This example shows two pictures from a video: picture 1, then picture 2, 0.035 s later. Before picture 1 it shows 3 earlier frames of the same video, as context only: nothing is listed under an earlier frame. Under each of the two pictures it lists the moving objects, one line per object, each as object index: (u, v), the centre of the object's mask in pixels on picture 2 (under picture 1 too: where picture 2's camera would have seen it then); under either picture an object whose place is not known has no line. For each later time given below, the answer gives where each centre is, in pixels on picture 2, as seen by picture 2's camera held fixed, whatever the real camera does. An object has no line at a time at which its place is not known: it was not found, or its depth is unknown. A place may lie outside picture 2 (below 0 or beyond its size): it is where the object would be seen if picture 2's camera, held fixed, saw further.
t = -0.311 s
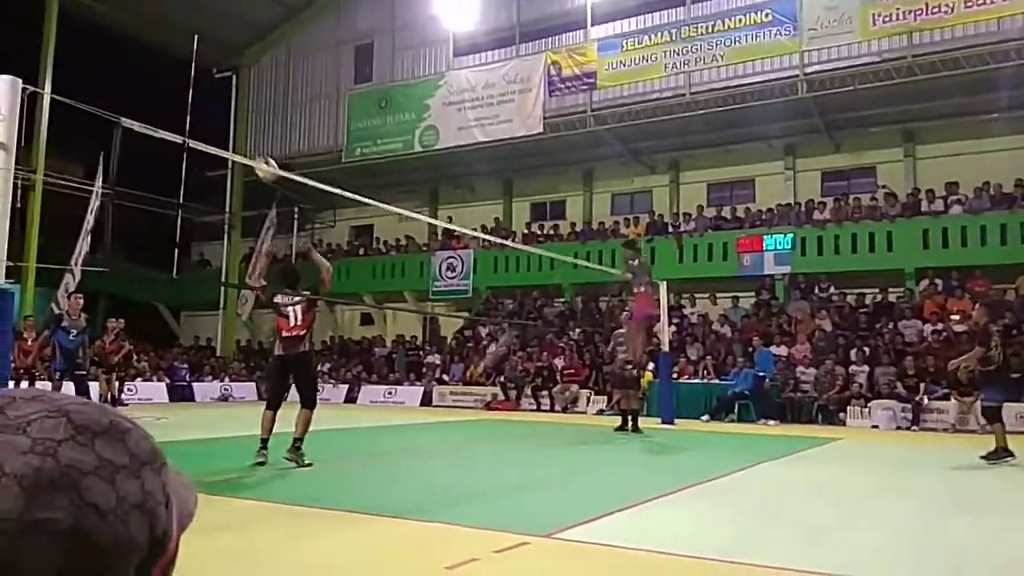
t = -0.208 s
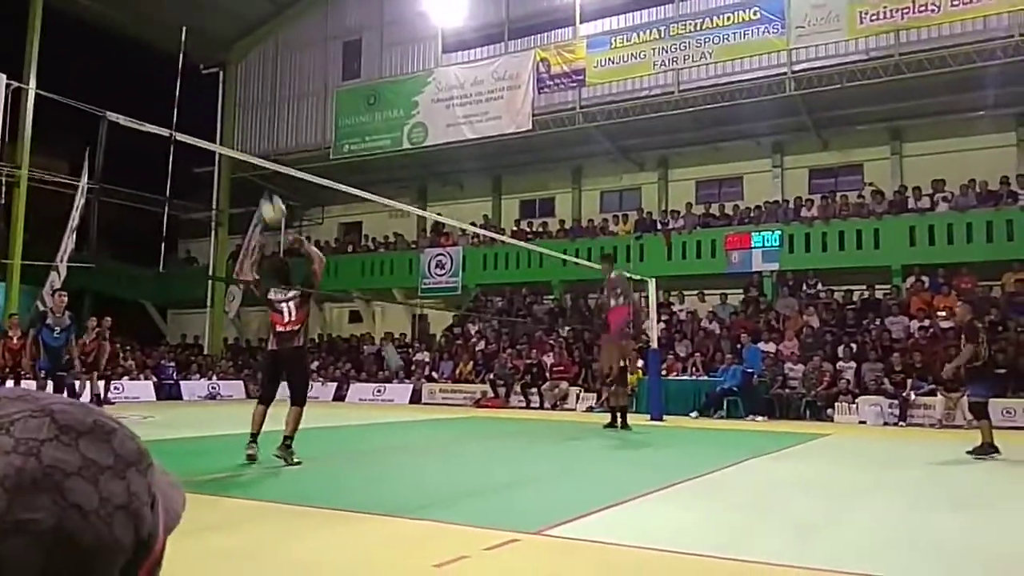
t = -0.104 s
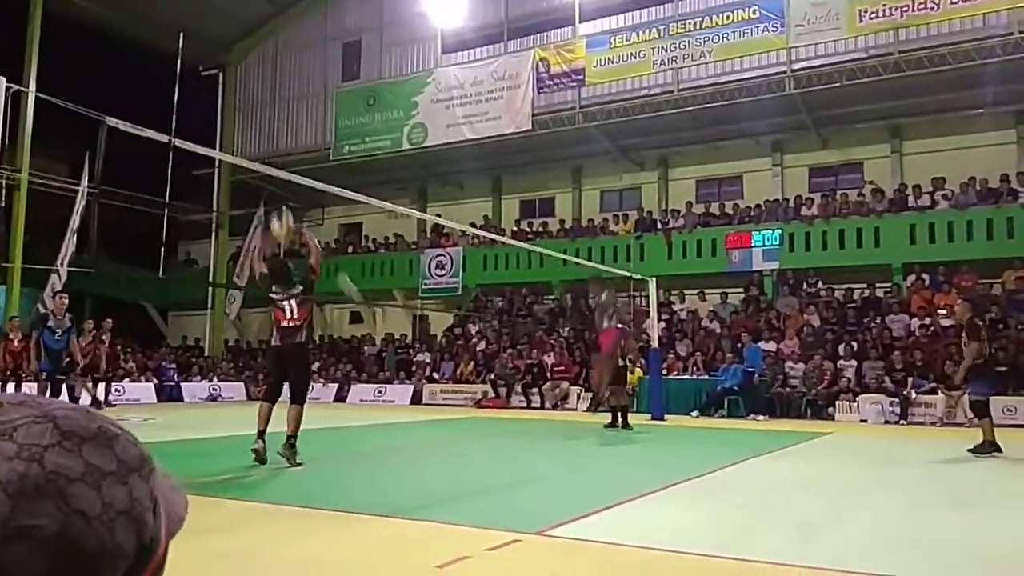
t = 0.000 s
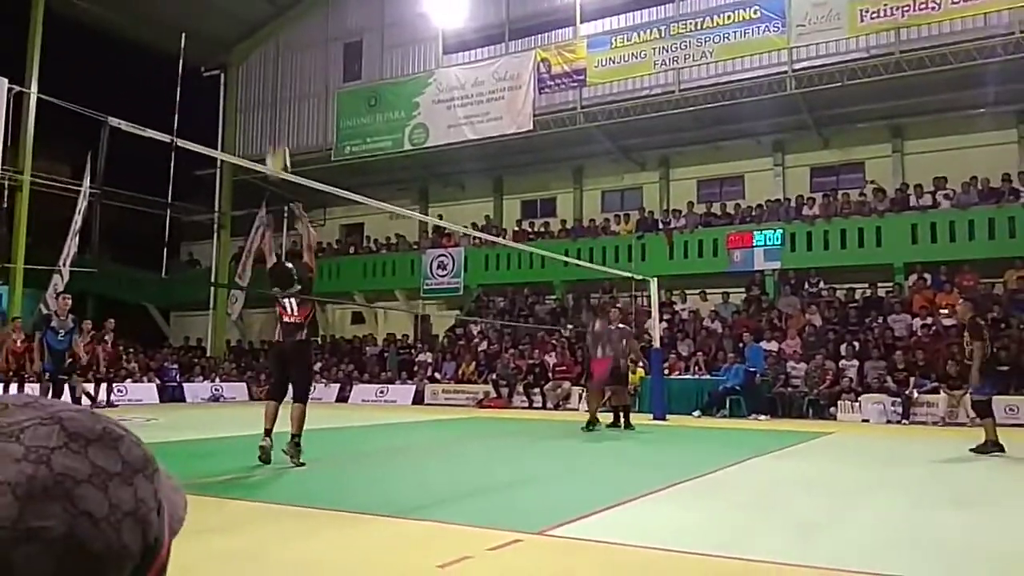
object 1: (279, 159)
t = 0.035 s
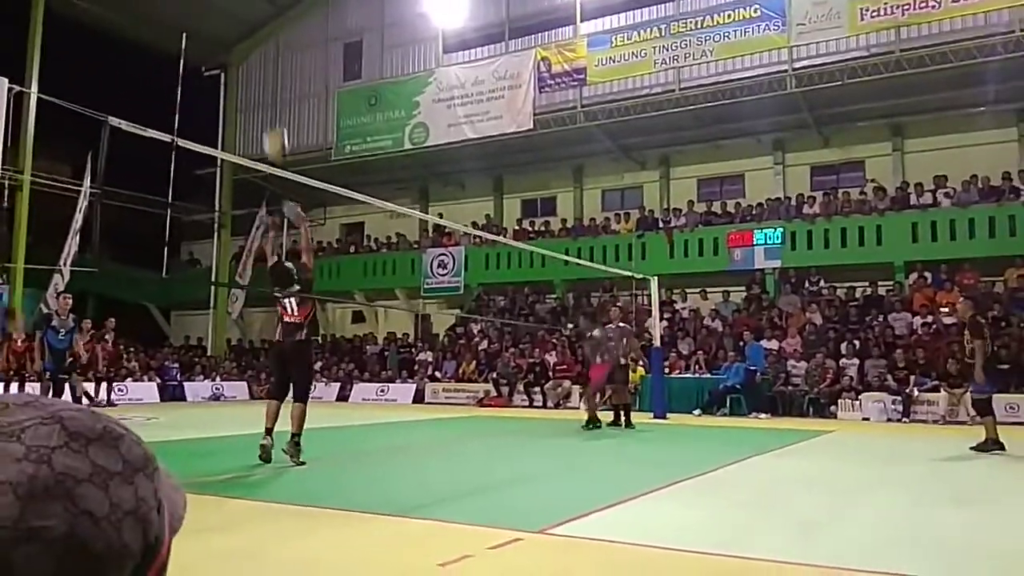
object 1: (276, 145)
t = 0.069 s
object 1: (273, 125)
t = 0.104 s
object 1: (270, 106)
